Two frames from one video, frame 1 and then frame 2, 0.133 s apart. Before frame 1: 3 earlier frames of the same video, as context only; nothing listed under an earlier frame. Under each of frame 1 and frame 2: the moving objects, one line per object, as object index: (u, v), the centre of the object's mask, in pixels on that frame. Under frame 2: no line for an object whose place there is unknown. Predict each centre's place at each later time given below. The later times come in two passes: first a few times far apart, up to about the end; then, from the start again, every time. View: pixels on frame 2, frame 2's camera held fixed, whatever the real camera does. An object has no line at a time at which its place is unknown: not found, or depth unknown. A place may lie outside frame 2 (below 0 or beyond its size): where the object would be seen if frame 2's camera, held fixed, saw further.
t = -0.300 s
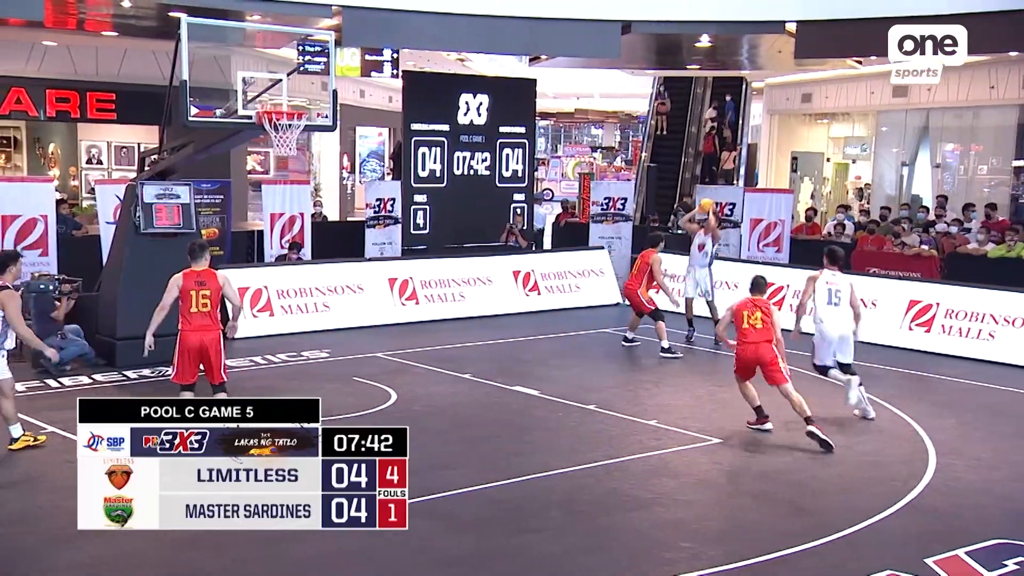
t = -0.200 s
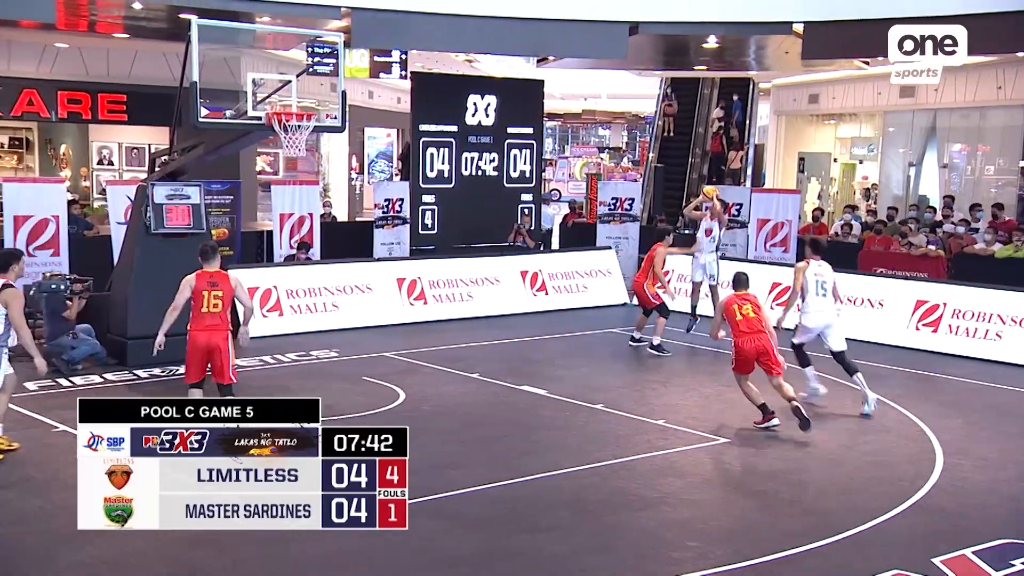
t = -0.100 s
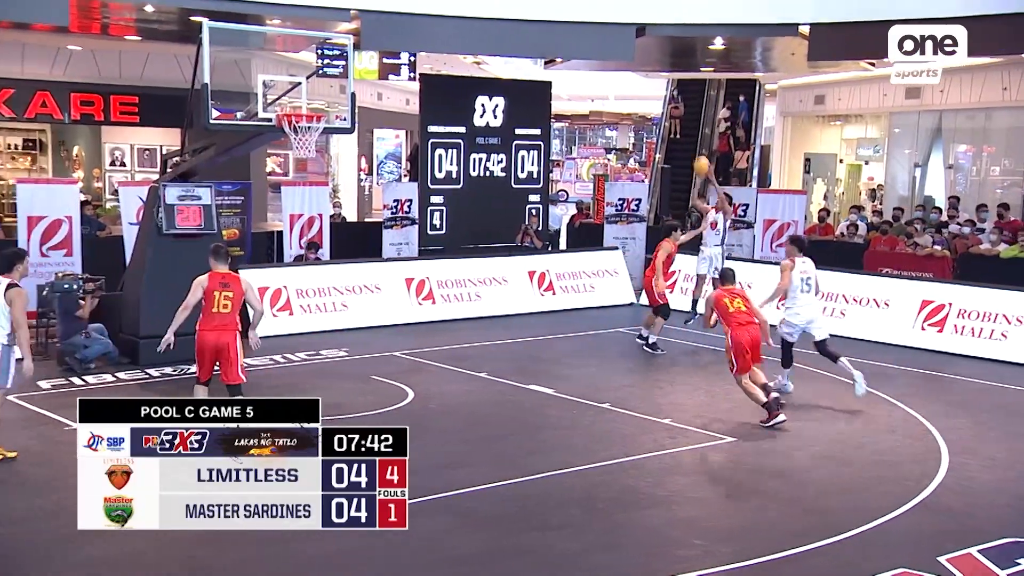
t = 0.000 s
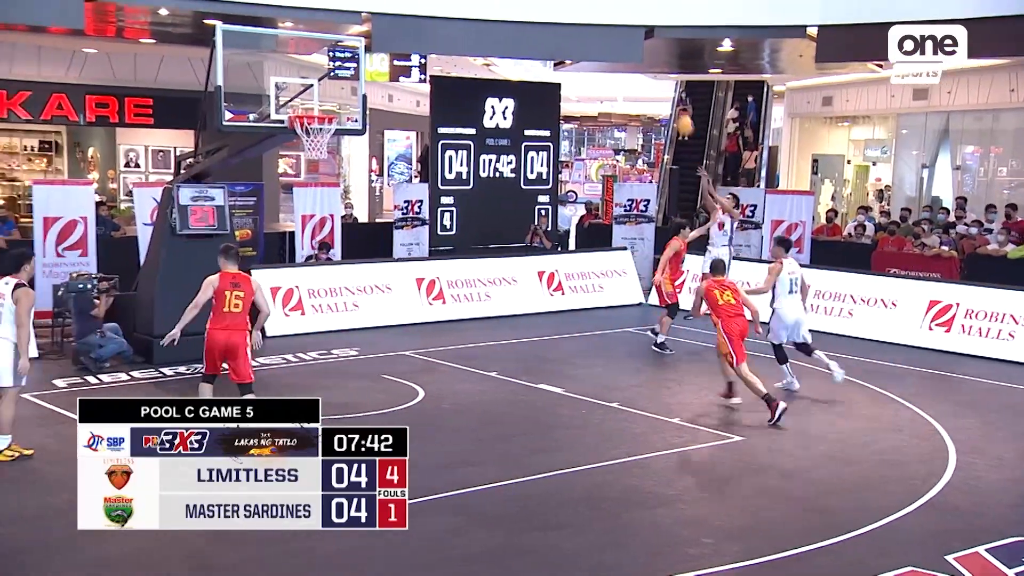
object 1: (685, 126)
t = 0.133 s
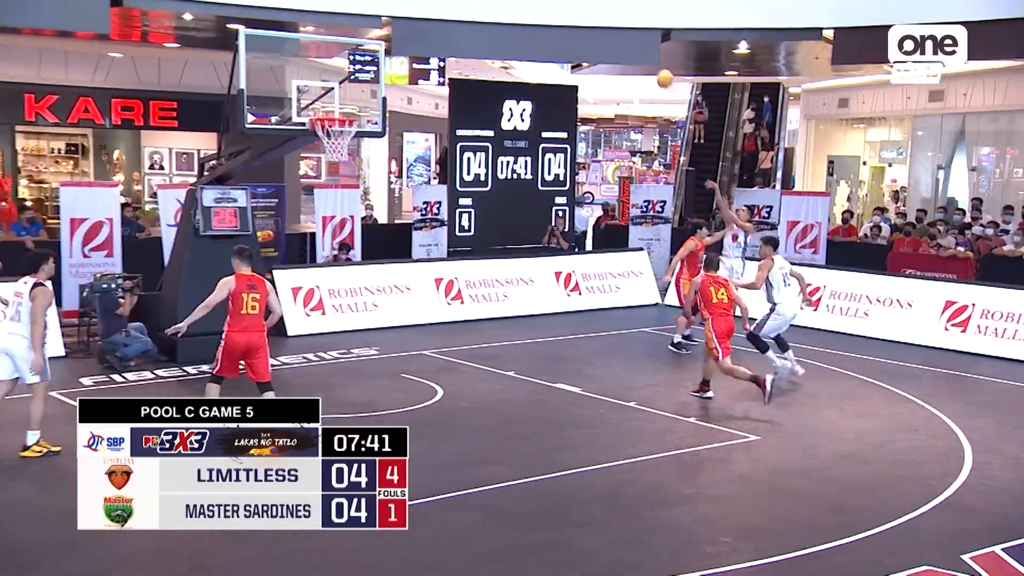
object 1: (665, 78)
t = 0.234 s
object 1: (637, 50)
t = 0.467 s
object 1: (564, 11)
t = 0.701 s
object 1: (483, 12)
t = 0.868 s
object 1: (421, 42)
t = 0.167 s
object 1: (656, 68)
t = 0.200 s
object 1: (646, 59)
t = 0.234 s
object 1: (637, 50)
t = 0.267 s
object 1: (627, 41)
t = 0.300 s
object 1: (617, 35)
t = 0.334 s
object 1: (607, 29)
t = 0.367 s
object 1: (596, 23)
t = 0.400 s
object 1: (586, 18)
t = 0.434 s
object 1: (575, 14)
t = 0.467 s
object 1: (564, 11)
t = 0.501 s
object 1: (553, 8)
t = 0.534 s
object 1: (542, 7)
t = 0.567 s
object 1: (530, 6)
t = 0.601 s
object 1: (519, 7)
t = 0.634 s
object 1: (507, 8)
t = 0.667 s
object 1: (495, 10)
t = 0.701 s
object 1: (483, 12)
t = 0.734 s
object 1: (471, 17)
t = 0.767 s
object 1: (459, 22)
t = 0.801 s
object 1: (446, 28)
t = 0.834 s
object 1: (434, 34)
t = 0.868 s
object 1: (421, 42)
